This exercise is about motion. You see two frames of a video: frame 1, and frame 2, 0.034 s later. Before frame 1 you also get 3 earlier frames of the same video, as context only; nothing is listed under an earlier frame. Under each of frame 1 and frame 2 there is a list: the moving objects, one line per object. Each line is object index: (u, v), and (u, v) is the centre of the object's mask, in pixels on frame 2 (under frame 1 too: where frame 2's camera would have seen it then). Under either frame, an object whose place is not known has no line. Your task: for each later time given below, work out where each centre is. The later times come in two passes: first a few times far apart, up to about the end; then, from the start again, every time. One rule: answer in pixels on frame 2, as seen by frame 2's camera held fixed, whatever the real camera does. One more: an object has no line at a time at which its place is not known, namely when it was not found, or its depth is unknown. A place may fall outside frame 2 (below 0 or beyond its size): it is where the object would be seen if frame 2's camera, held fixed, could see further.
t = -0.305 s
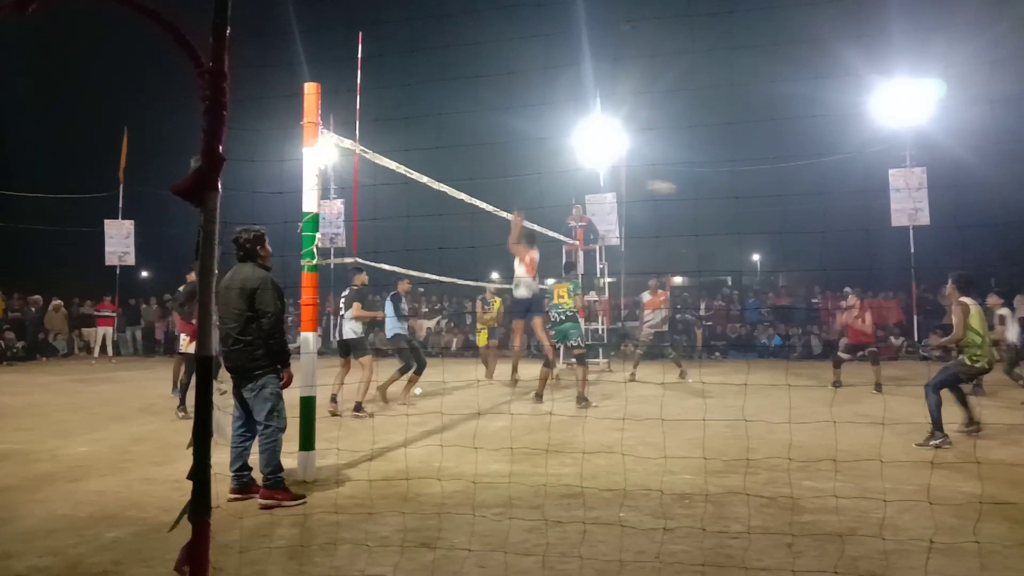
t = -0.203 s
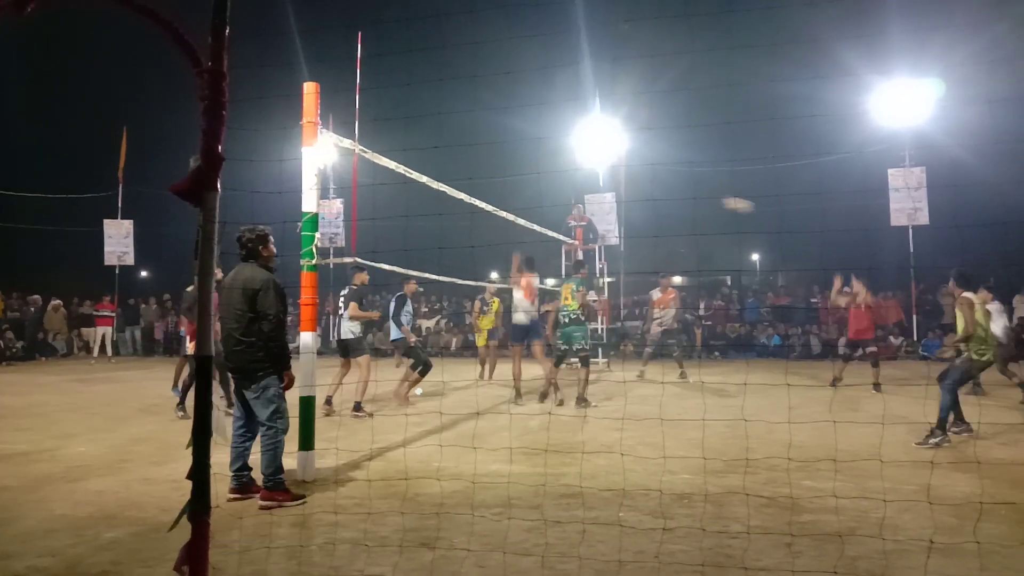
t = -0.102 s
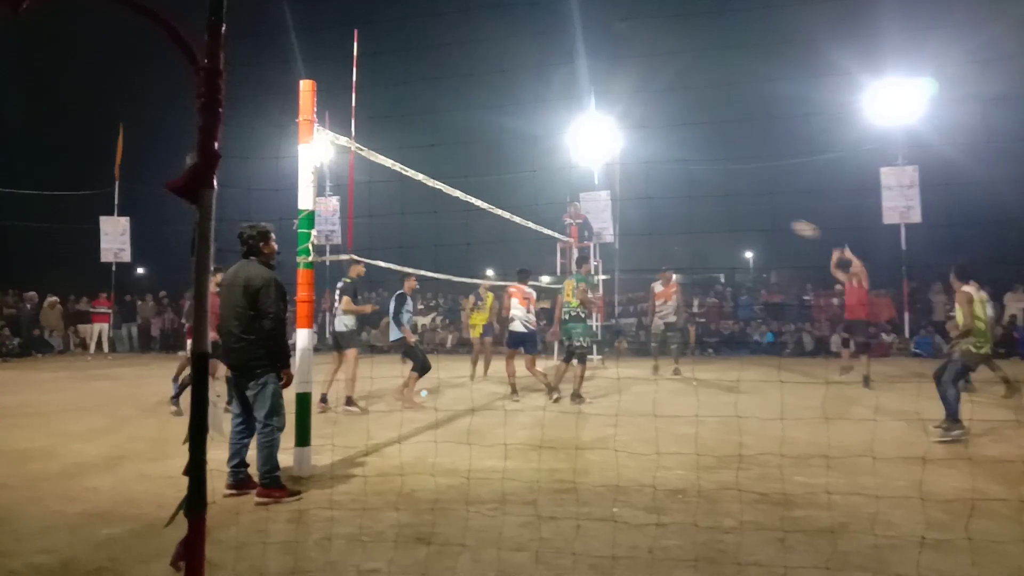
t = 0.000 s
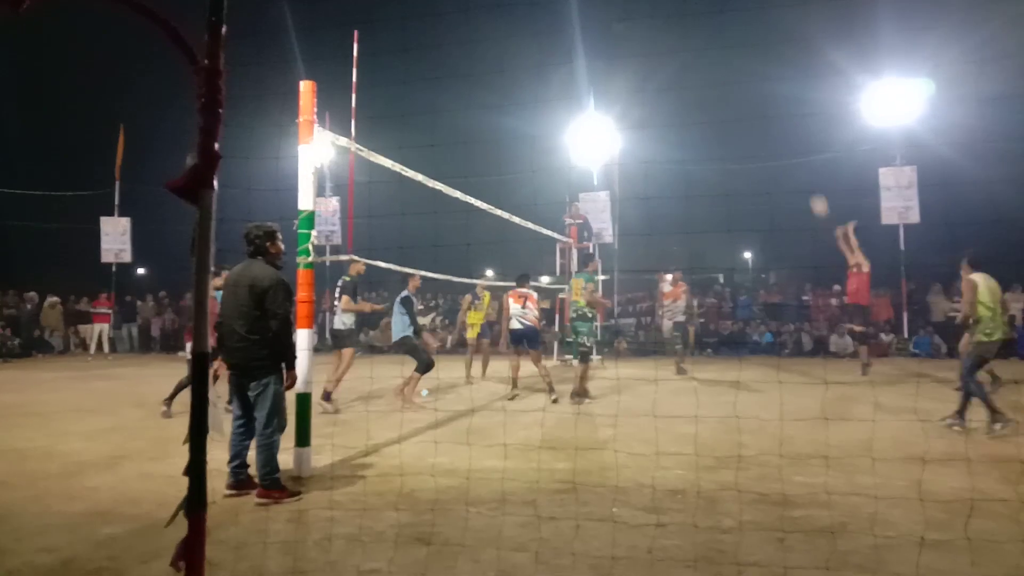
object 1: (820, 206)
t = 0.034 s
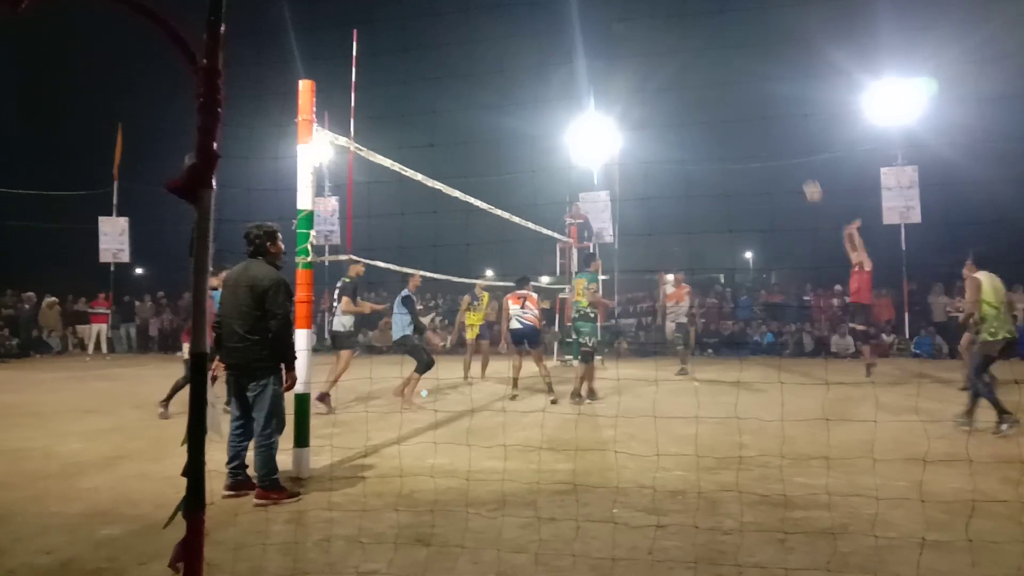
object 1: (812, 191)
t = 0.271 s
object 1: (759, 111)
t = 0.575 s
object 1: (689, 65)
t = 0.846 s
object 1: (627, 79)
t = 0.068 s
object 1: (805, 177)
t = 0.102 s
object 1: (798, 164)
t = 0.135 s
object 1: (790, 152)
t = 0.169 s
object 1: (781, 140)
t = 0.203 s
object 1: (774, 130)
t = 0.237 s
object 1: (767, 120)
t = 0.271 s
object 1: (759, 111)
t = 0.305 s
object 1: (751, 102)
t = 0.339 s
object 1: (743, 95)
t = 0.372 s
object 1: (736, 88)
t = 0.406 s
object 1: (728, 82)
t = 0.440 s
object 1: (720, 76)
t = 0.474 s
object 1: (712, 73)
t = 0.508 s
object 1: (704, 69)
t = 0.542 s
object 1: (696, 67)
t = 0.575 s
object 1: (689, 65)
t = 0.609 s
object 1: (681, 64)
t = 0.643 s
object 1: (674, 64)
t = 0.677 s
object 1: (665, 64)
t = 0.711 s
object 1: (657, 66)
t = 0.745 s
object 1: (650, 67)
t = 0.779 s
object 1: (642, 70)
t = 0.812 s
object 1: (634, 74)
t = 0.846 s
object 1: (627, 79)
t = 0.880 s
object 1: (619, 84)
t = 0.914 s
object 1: (612, 91)
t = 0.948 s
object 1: (604, 99)
